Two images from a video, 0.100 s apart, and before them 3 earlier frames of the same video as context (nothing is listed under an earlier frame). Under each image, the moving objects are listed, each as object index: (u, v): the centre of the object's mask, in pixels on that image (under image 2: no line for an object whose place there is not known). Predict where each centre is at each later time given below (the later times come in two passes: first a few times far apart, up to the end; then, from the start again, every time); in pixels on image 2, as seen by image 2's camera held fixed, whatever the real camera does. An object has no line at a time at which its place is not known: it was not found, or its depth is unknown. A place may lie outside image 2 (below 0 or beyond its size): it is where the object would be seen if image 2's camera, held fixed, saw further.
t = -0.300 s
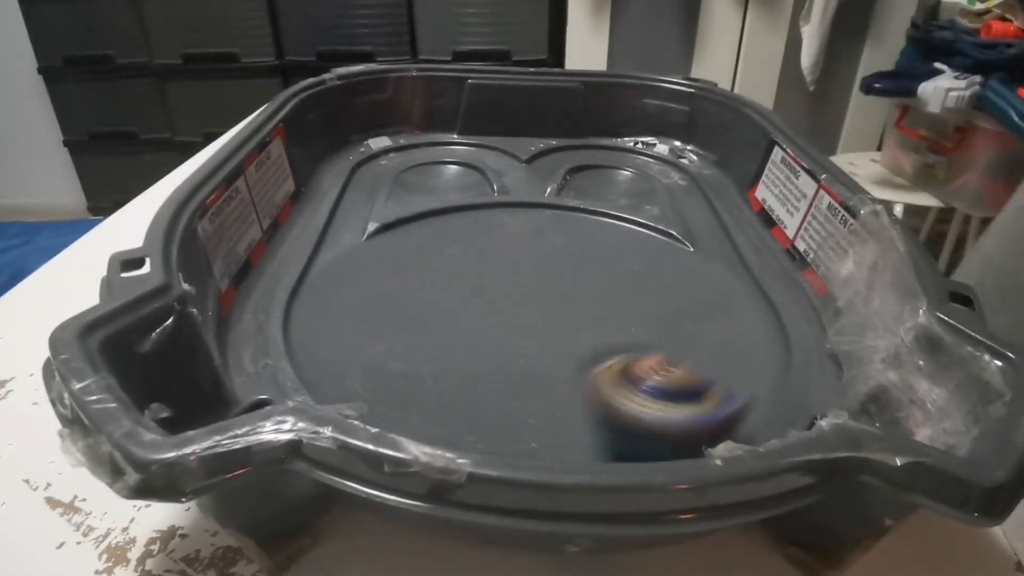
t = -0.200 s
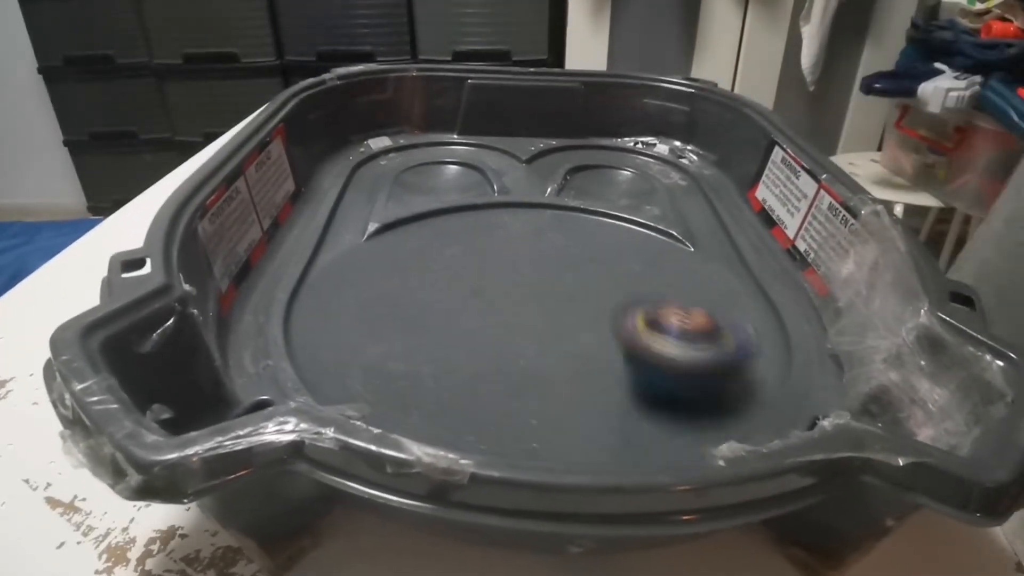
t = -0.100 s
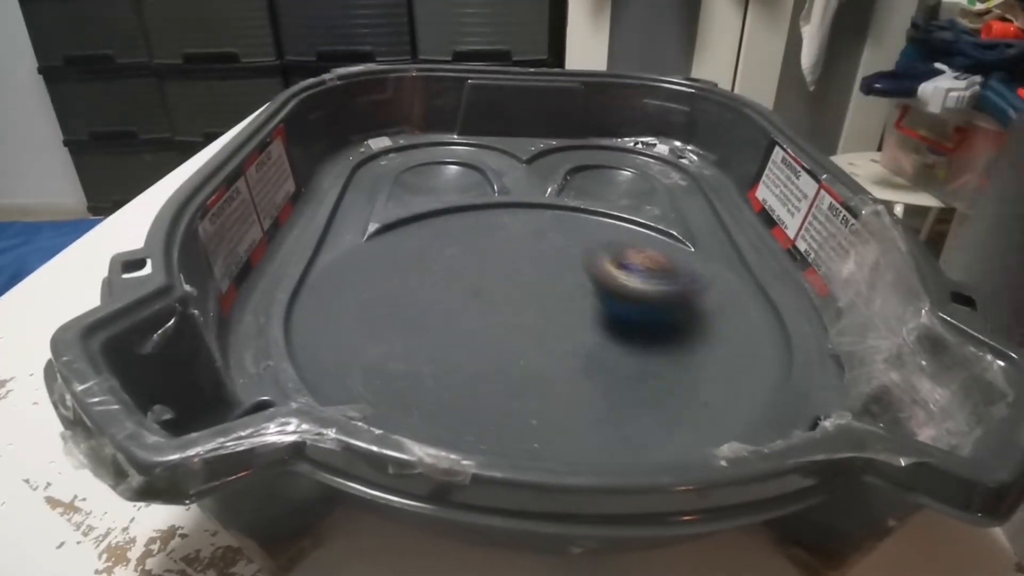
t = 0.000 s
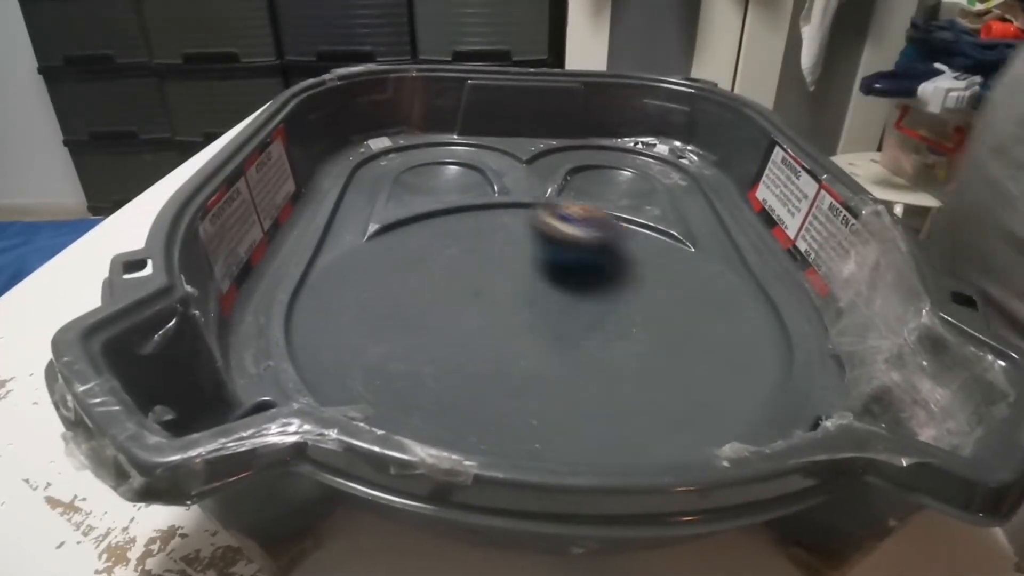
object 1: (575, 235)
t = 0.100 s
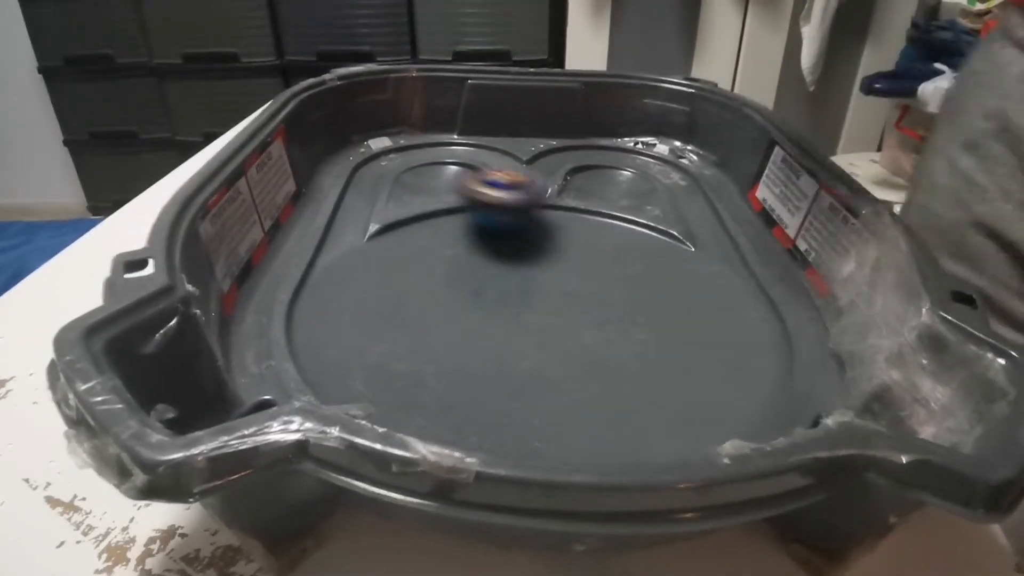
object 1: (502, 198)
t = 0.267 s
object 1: (412, 246)
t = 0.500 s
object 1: (483, 400)
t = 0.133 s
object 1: (482, 191)
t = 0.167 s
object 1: (459, 199)
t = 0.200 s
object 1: (440, 214)
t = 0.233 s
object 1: (425, 227)
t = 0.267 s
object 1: (412, 246)
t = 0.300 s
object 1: (400, 267)
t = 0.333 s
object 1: (393, 285)
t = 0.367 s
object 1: (389, 308)
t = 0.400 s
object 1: (395, 326)
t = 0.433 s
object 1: (408, 353)
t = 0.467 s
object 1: (439, 378)
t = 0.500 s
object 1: (483, 400)
